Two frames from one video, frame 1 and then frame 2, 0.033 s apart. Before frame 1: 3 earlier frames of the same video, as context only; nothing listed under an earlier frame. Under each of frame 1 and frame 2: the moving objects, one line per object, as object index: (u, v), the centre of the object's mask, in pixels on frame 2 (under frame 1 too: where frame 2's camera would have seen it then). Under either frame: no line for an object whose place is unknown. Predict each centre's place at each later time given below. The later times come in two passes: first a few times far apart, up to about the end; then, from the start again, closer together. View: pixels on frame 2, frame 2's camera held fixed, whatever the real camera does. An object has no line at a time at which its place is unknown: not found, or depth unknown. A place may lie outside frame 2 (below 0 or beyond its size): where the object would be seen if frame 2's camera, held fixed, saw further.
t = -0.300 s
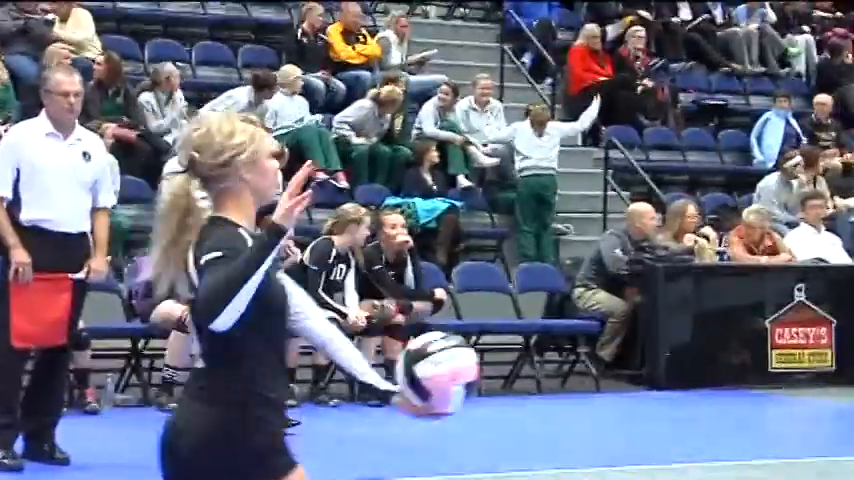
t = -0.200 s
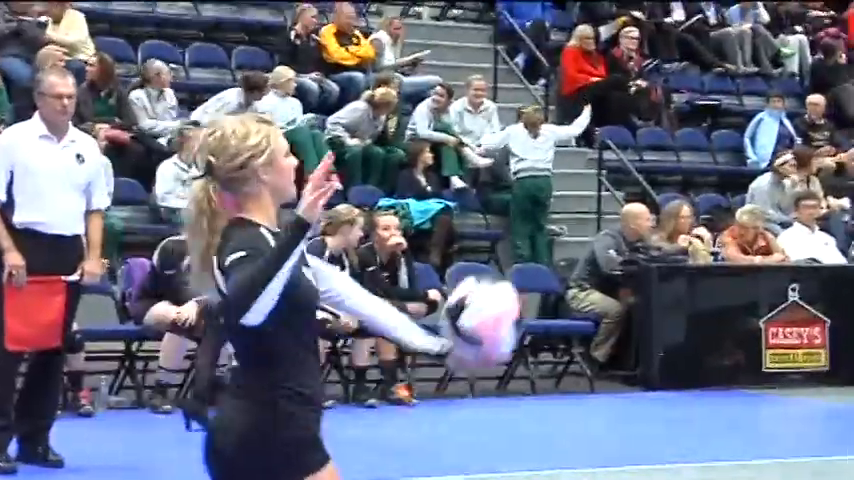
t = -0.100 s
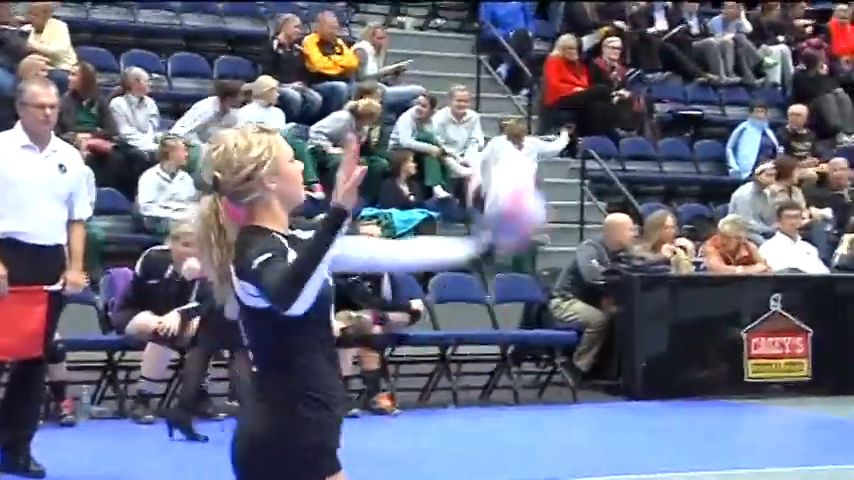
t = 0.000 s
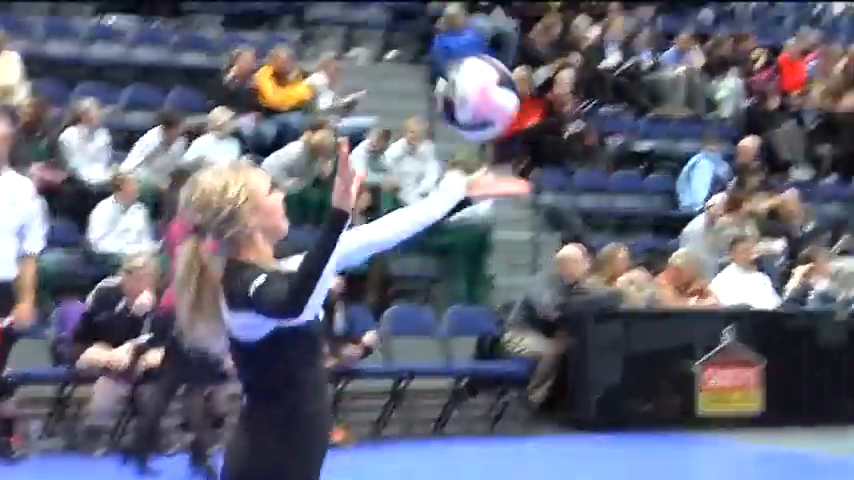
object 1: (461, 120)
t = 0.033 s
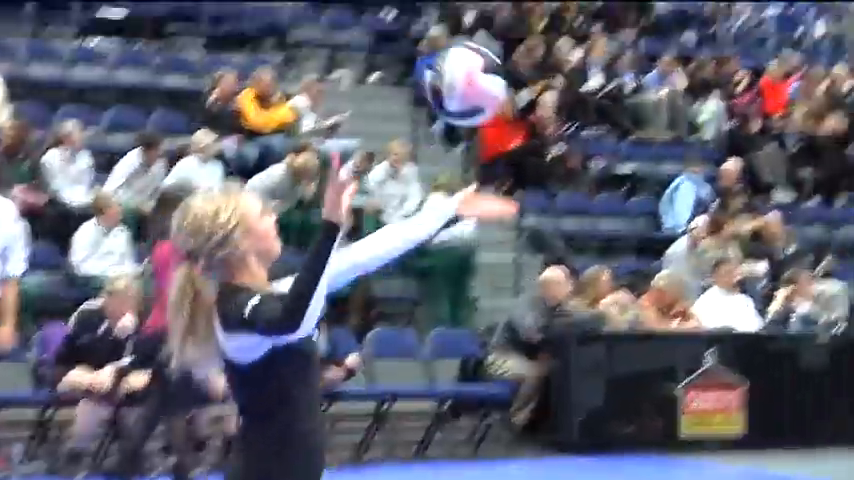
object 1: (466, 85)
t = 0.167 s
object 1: (483, -13)
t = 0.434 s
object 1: (509, -13)
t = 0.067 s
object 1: (470, 53)
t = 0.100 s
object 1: (476, 26)
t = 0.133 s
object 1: (483, 4)
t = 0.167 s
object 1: (483, -13)
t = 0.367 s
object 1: (504, -39)
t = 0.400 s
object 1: (507, -28)
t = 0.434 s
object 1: (509, -13)
